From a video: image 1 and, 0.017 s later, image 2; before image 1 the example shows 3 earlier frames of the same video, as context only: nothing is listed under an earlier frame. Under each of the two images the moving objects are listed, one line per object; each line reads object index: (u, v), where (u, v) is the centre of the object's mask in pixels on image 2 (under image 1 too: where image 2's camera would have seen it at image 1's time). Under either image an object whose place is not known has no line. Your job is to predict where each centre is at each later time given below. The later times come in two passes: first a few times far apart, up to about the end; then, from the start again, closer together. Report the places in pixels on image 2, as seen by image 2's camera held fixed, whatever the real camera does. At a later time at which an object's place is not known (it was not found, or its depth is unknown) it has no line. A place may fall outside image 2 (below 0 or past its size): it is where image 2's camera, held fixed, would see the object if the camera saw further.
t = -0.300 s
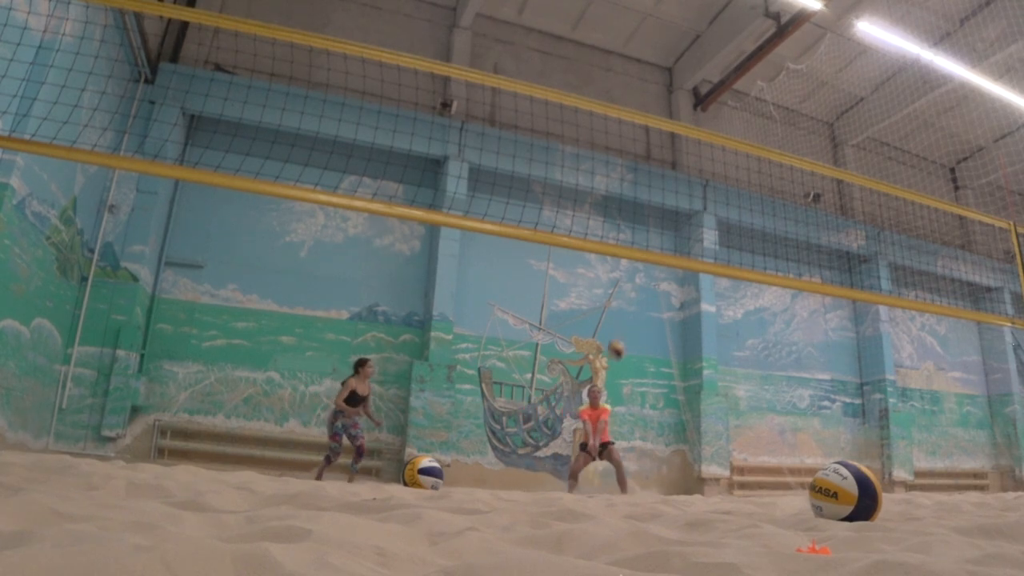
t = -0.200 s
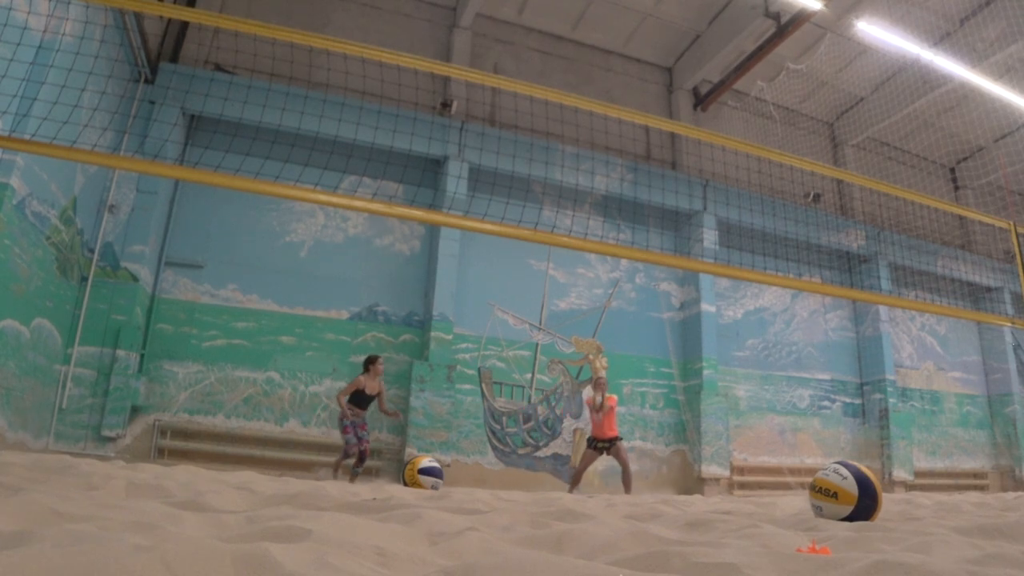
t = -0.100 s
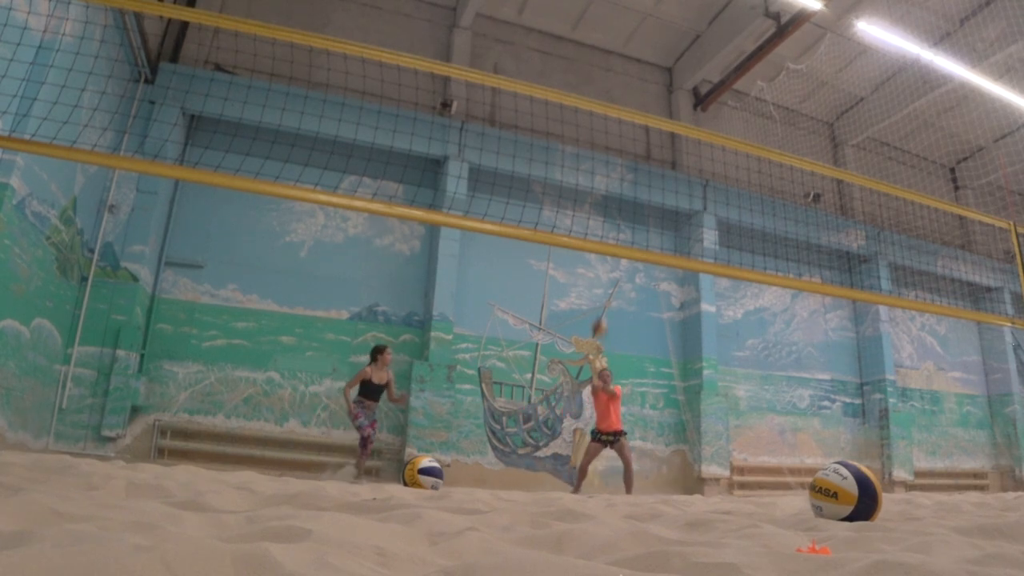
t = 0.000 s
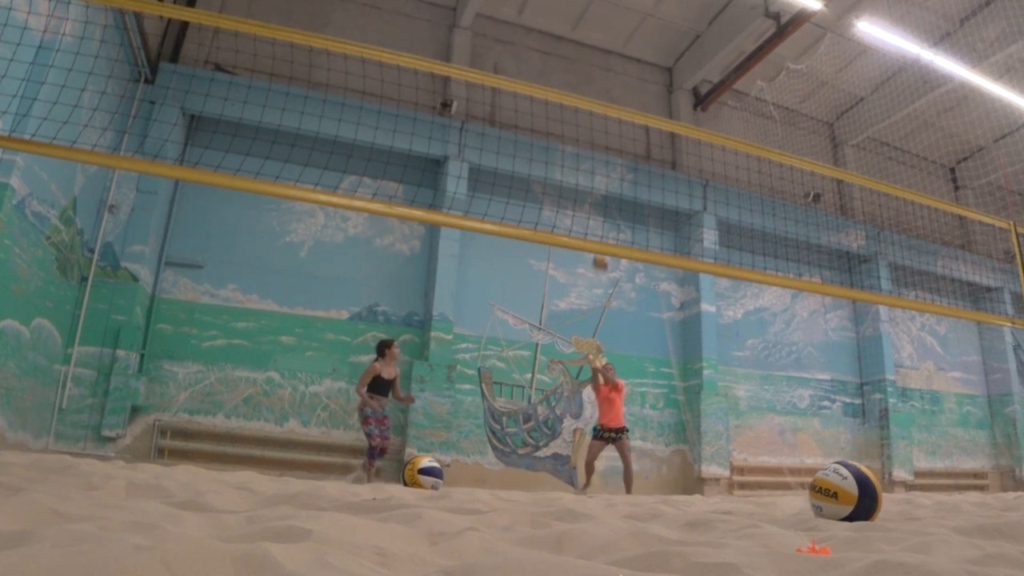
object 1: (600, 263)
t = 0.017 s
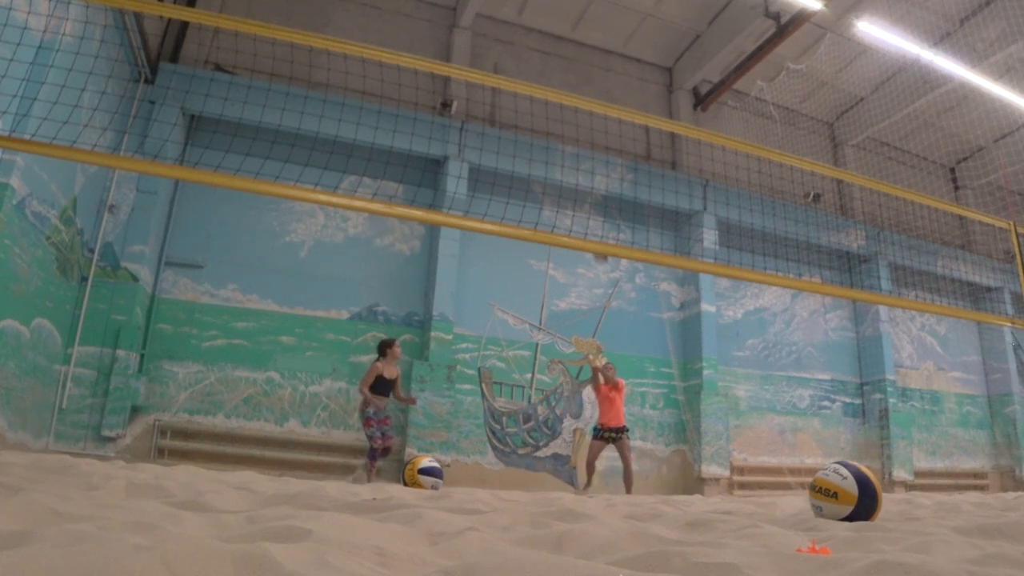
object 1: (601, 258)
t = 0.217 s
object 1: (600, 154)
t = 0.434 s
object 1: (599, 88)
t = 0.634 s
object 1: (599, 55)
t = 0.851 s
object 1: (600, 48)
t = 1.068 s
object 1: (603, 71)
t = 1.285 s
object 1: (603, 131)
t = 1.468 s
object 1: (606, 221)
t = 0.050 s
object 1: (601, 235)
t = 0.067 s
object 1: (600, 226)
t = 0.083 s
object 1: (600, 214)
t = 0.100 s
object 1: (600, 205)
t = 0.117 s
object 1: (600, 198)
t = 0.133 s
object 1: (600, 187)
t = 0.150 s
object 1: (600, 182)
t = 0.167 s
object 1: (600, 173)
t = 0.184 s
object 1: (600, 166)
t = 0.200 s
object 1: (600, 160)
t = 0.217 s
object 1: (600, 154)
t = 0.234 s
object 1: (600, 147)
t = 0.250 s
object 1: (600, 141)
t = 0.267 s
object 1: (600, 135)
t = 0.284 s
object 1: (600, 129)
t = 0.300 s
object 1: (600, 124)
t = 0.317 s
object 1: (600, 120)
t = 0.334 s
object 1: (600, 117)
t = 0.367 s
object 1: (601, 100)
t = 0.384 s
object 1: (601, 97)
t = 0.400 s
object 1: (600, 95)
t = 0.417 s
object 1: (599, 92)
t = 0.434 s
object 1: (599, 88)
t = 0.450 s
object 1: (599, 84)
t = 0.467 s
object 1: (600, 80)
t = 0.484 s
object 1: (599, 77)
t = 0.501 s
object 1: (599, 74)
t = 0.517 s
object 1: (600, 71)
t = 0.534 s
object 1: (599, 69)
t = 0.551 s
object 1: (600, 66)
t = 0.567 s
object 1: (600, 63)
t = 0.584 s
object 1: (600, 61)
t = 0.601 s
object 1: (600, 59)
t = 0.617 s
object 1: (599, 57)
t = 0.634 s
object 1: (599, 55)
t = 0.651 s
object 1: (600, 55)
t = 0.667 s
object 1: (600, 53)
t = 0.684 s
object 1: (600, 51)
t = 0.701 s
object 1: (601, 50)
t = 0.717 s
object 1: (601, 49)
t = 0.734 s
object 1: (600, 49)
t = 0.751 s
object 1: (600, 48)
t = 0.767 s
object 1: (600, 48)
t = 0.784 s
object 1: (600, 48)
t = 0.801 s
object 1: (599, 48)
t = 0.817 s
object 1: (600, 48)
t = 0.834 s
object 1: (600, 48)
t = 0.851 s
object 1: (600, 48)
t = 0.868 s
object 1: (600, 49)
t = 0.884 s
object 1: (600, 50)
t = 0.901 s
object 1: (600, 51)
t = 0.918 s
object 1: (601, 51)
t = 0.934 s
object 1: (601, 54)
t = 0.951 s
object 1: (600, 56)
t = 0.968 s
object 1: (601, 57)
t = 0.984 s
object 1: (601, 58)
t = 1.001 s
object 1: (601, 60)
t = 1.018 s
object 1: (601, 64)
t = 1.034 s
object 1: (602, 66)
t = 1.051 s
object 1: (602, 68)
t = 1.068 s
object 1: (603, 71)
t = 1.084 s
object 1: (603, 74)
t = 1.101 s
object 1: (603, 78)
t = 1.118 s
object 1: (603, 81)
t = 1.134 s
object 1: (602, 85)
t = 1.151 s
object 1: (602, 90)
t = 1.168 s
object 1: (602, 93)
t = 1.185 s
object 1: (603, 96)
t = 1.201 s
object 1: (603, 99)
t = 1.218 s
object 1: (601, 117)
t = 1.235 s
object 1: (600, 118)
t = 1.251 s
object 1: (602, 121)
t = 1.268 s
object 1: (603, 125)
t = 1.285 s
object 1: (603, 131)
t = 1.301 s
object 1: (604, 138)
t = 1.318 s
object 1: (604, 144)
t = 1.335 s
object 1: (604, 153)
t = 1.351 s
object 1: (604, 160)
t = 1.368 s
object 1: (605, 169)
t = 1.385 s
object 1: (605, 176)
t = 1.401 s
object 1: (604, 184)
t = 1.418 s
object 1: (605, 193)
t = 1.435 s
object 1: (606, 203)
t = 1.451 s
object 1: (607, 212)
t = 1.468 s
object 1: (606, 221)
